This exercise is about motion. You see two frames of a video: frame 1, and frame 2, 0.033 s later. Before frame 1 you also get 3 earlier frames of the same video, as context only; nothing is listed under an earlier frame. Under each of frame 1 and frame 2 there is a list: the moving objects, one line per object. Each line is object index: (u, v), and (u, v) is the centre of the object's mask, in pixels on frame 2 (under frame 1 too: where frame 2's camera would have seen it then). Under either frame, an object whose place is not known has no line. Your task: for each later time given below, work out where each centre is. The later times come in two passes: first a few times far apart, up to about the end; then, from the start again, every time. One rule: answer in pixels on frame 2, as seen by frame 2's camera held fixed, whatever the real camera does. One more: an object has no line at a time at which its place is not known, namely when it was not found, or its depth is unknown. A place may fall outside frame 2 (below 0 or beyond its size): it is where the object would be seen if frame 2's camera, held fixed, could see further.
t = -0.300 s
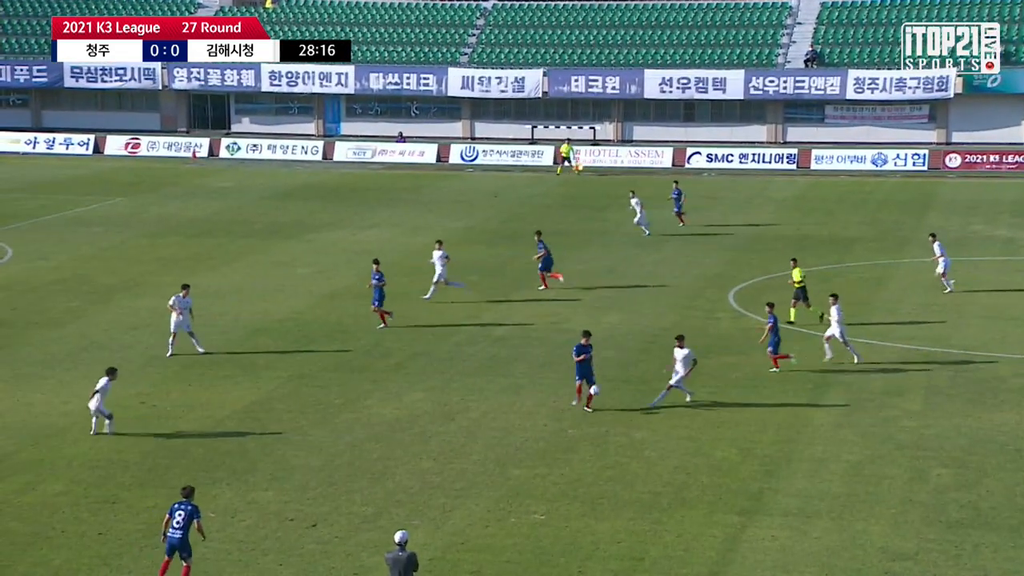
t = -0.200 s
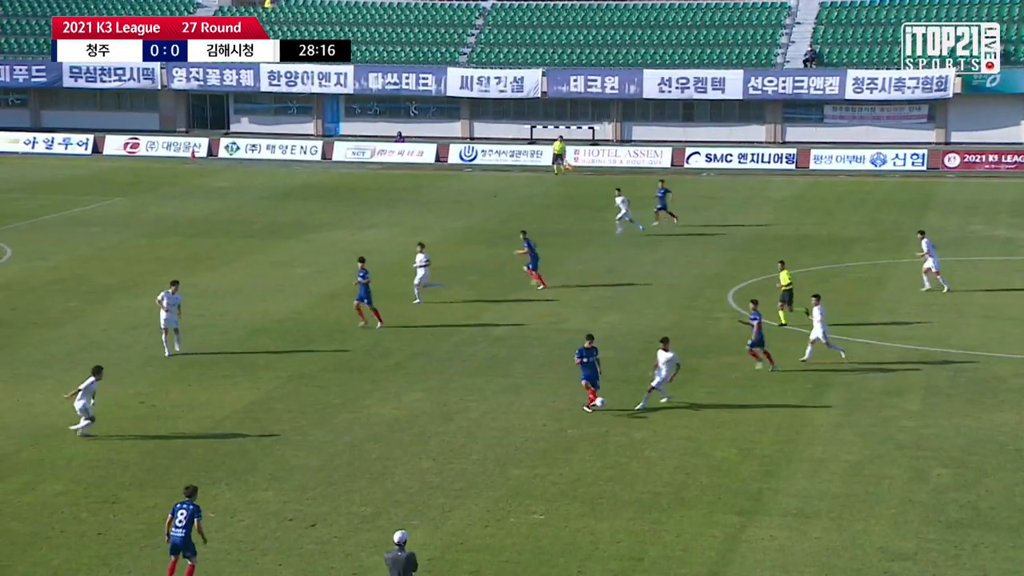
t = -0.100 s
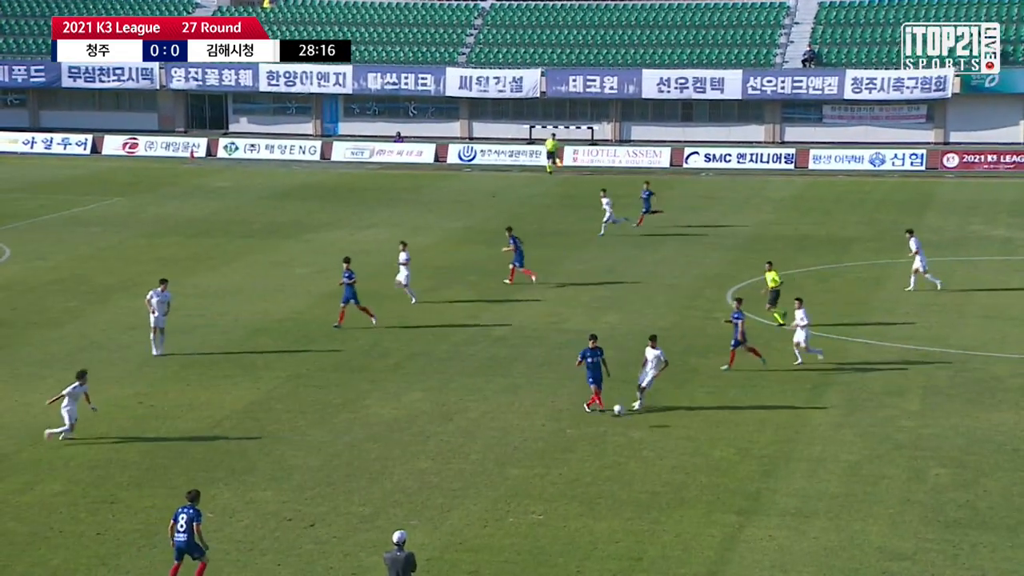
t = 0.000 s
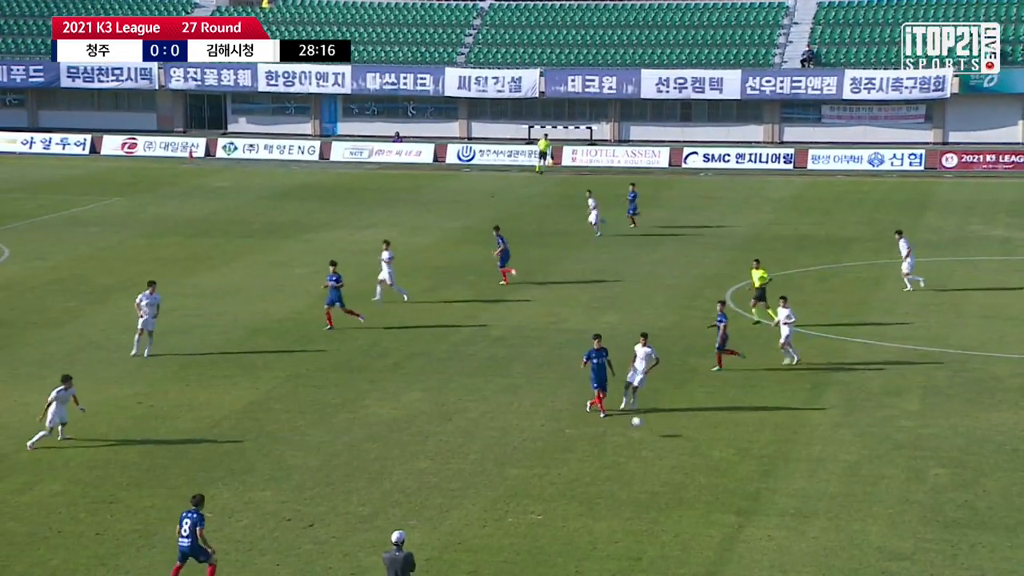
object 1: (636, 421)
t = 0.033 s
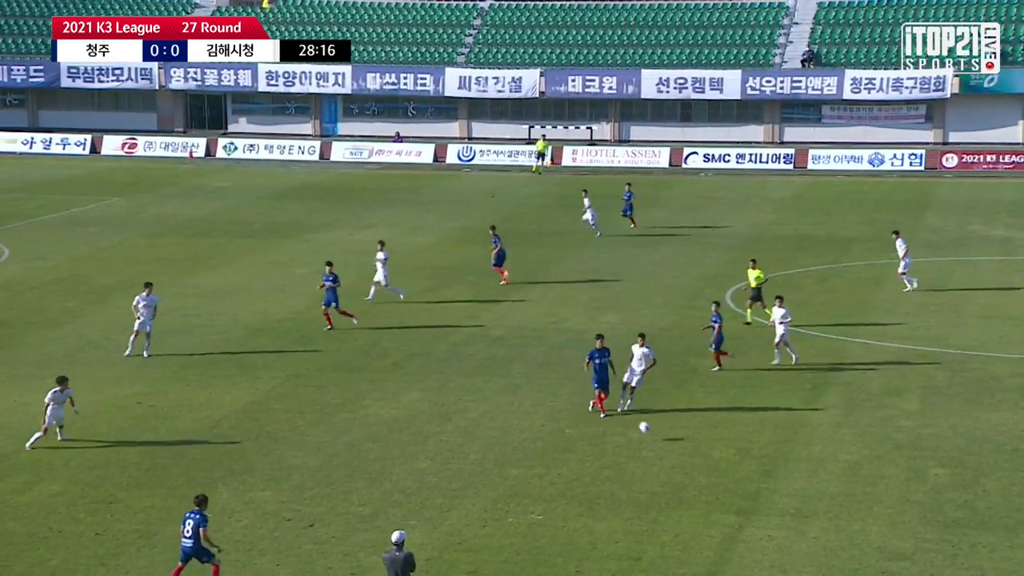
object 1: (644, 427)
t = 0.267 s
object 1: (685, 447)
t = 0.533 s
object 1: (729, 475)
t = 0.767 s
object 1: (764, 494)
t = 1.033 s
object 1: (806, 517)
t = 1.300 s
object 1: (850, 541)
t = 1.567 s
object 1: (894, 564)
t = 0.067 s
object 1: (650, 433)
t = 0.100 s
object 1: (657, 439)
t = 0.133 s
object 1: (663, 444)
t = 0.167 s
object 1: (669, 445)
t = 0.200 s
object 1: (674, 445)
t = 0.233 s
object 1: (679, 446)
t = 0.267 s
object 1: (685, 447)
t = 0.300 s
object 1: (691, 449)
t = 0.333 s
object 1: (697, 452)
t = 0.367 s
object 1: (702, 455)
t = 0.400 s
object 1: (707, 459)
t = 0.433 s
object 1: (713, 464)
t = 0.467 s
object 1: (718, 469)
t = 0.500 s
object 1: (724, 473)
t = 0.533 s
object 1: (729, 475)
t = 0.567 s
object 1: (734, 476)
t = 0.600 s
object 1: (739, 478)
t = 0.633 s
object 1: (744, 481)
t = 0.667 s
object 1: (749, 483)
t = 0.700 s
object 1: (754, 487)
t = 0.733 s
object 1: (759, 492)
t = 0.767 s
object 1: (764, 494)
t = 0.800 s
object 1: (769, 496)
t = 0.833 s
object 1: (775, 499)
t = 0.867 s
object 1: (781, 501)
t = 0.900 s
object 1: (785, 505)
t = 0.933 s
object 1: (791, 509)
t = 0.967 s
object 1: (795, 512)
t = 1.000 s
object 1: (800, 514)
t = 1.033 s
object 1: (806, 517)
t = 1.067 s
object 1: (812, 521)
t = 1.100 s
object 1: (817, 524)
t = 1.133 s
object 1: (822, 527)
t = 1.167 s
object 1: (828, 529)
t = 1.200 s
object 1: (833, 533)
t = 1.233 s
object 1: (838, 535)
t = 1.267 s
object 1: (844, 538)
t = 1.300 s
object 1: (850, 541)
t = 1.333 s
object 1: (855, 544)
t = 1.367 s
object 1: (860, 547)
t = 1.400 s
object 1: (866, 549)
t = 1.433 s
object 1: (872, 552)
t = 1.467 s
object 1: (878, 556)
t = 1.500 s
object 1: (883, 559)
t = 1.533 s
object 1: (888, 562)
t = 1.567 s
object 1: (894, 564)
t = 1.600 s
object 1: (900, 567)
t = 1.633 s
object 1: (905, 571)
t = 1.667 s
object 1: (911, 575)
